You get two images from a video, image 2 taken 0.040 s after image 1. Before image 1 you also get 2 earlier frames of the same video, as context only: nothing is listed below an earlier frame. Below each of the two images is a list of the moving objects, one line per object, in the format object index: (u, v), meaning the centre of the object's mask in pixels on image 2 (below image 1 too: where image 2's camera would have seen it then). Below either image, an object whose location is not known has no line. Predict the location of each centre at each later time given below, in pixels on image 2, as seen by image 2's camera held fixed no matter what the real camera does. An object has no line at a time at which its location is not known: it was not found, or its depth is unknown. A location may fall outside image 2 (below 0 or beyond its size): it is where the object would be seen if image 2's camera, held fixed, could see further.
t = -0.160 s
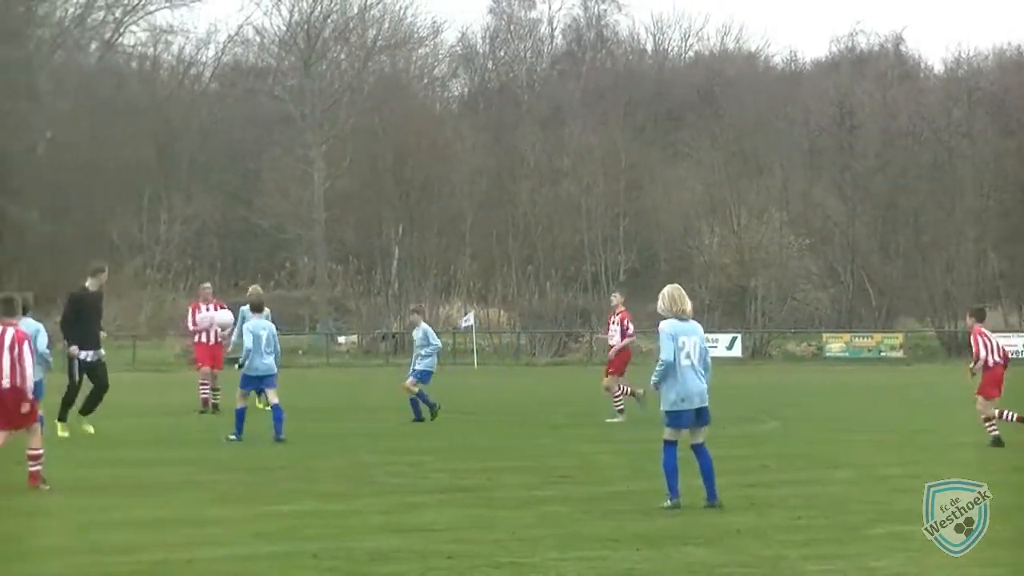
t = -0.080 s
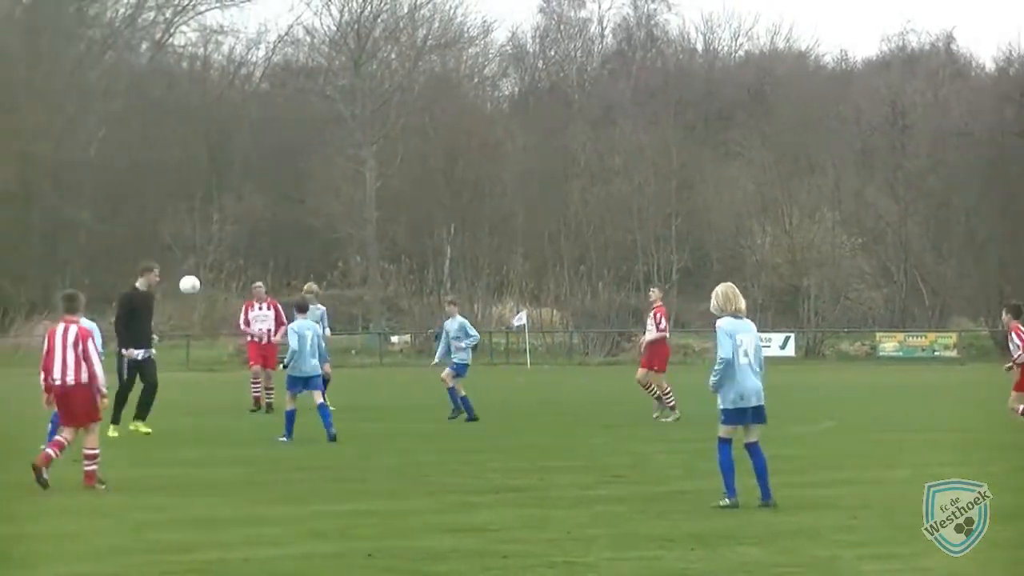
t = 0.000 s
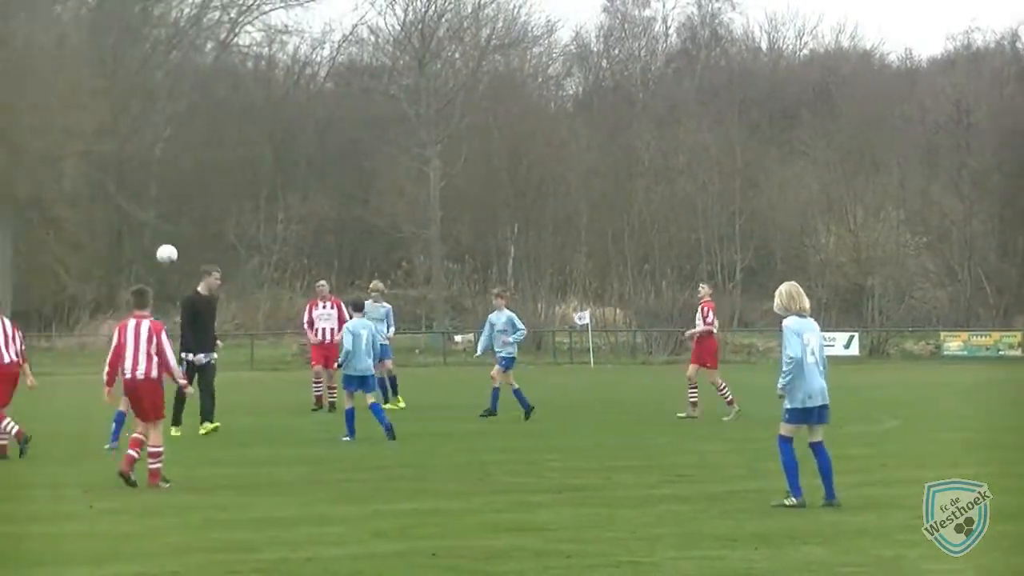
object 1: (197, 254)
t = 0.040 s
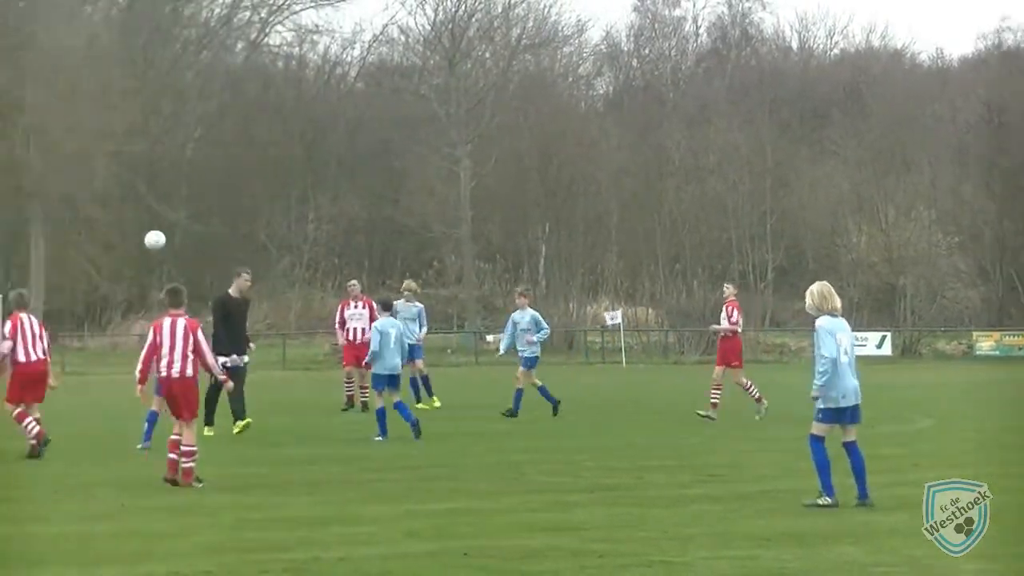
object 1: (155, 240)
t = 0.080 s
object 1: (111, 228)
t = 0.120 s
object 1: (67, 217)
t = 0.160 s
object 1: (22, 206)
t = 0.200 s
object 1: (-23, 197)
